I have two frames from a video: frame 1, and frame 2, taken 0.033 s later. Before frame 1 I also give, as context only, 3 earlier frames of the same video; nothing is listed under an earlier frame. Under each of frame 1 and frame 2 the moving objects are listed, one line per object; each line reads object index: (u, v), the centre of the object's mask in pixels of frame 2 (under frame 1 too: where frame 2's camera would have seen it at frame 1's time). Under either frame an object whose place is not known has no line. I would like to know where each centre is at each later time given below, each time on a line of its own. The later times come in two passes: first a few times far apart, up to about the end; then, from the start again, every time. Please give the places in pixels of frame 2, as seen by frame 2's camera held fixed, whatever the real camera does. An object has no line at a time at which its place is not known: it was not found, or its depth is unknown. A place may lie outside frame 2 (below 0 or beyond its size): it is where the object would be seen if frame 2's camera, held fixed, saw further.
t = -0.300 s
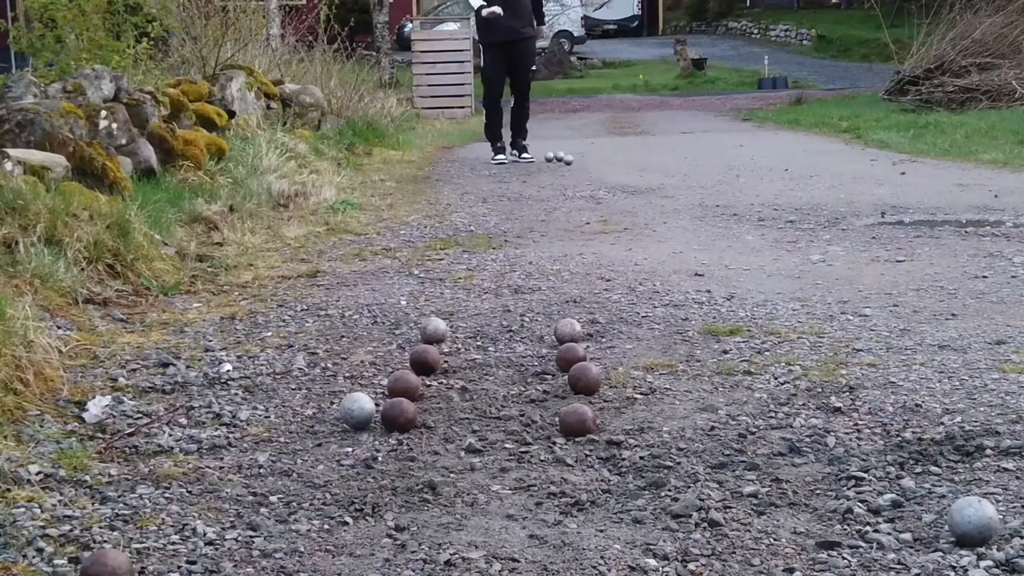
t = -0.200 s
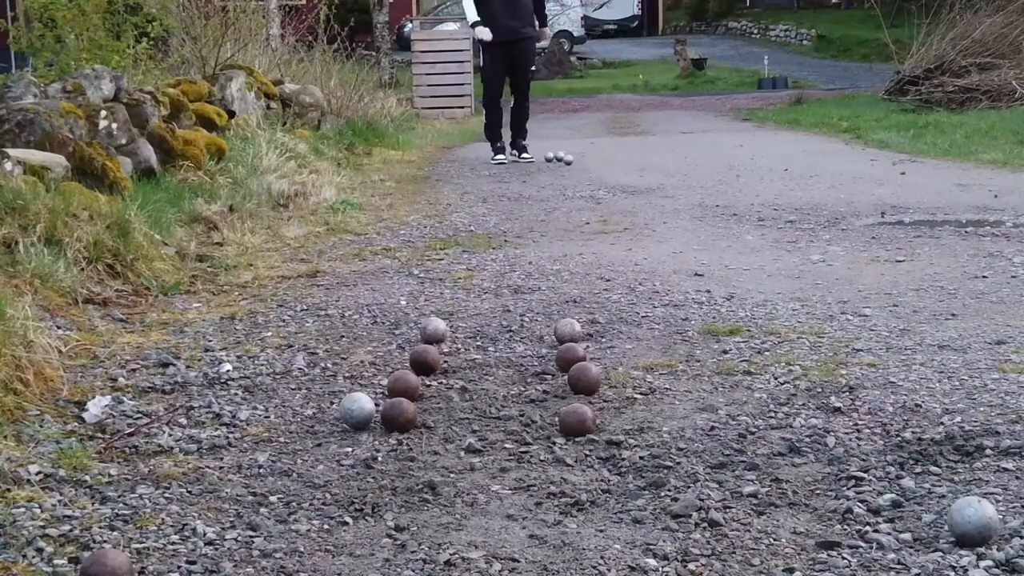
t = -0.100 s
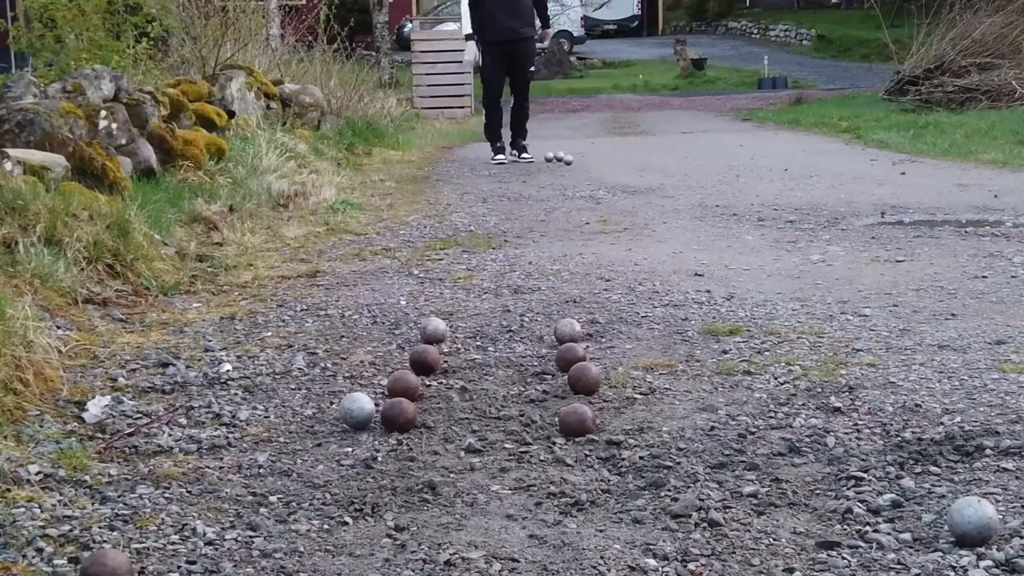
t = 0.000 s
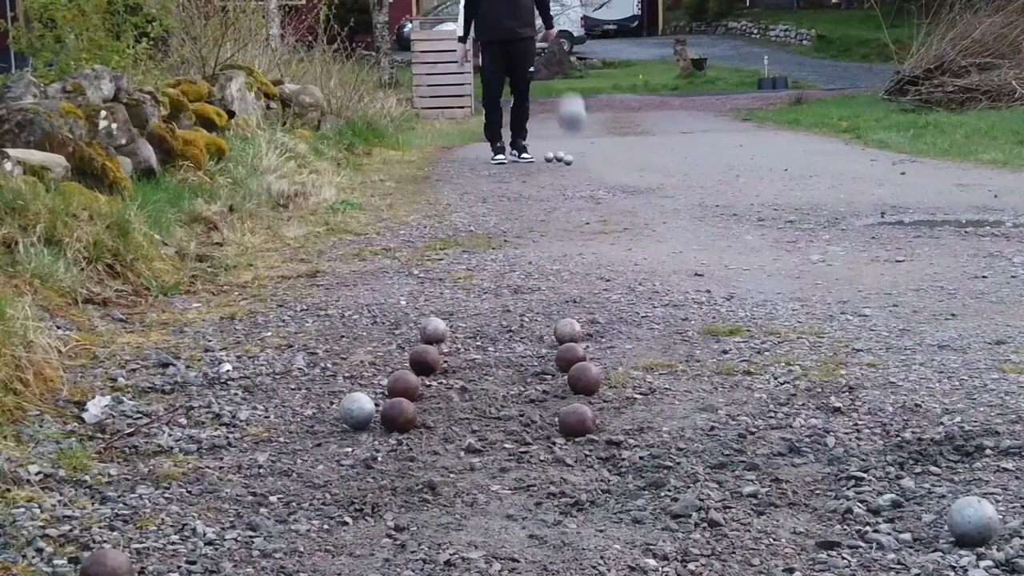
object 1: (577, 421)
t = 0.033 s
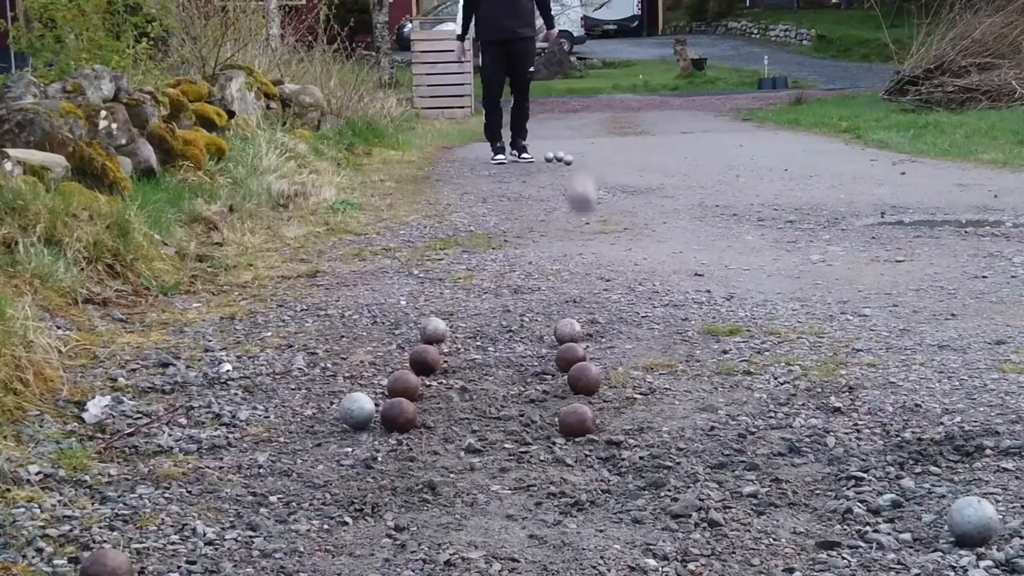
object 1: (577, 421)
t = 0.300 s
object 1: (502, 445)
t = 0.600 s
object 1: (433, 491)
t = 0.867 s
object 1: (416, 513)
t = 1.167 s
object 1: (414, 515)
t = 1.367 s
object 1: (414, 515)
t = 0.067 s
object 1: (577, 421)
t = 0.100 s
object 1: (577, 421)
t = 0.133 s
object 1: (574, 421)
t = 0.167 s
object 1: (557, 416)
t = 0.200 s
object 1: (543, 417)
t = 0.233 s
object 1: (529, 424)
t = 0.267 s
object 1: (515, 437)
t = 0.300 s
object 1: (502, 445)
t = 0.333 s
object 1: (489, 451)
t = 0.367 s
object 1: (478, 456)
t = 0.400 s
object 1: (464, 461)
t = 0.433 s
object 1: (454, 465)
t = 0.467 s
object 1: (449, 463)
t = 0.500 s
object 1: (445, 466)
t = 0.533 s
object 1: (440, 476)
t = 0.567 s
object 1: (436, 485)
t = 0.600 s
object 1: (433, 491)
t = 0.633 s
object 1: (430, 494)
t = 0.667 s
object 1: (427, 498)
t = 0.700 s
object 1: (423, 502)
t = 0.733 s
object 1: (419, 505)
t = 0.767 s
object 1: (416, 508)
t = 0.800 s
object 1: (415, 511)
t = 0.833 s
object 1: (415, 513)
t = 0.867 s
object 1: (416, 513)
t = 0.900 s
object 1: (417, 514)
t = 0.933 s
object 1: (417, 514)
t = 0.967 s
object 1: (416, 514)
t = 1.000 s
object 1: (416, 514)
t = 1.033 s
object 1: (414, 515)
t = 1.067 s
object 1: (414, 515)
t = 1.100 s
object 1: (414, 515)
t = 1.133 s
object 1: (414, 515)
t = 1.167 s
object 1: (414, 515)
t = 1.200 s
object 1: (414, 515)
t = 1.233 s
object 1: (414, 515)
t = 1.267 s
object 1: (414, 515)
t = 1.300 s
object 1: (414, 515)
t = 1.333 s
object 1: (414, 515)
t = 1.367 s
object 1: (414, 515)
